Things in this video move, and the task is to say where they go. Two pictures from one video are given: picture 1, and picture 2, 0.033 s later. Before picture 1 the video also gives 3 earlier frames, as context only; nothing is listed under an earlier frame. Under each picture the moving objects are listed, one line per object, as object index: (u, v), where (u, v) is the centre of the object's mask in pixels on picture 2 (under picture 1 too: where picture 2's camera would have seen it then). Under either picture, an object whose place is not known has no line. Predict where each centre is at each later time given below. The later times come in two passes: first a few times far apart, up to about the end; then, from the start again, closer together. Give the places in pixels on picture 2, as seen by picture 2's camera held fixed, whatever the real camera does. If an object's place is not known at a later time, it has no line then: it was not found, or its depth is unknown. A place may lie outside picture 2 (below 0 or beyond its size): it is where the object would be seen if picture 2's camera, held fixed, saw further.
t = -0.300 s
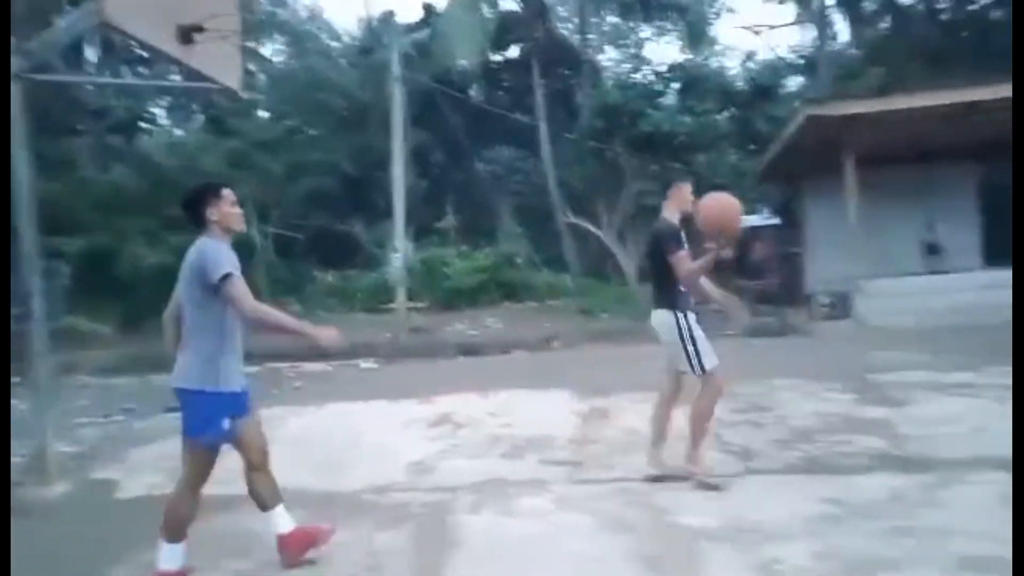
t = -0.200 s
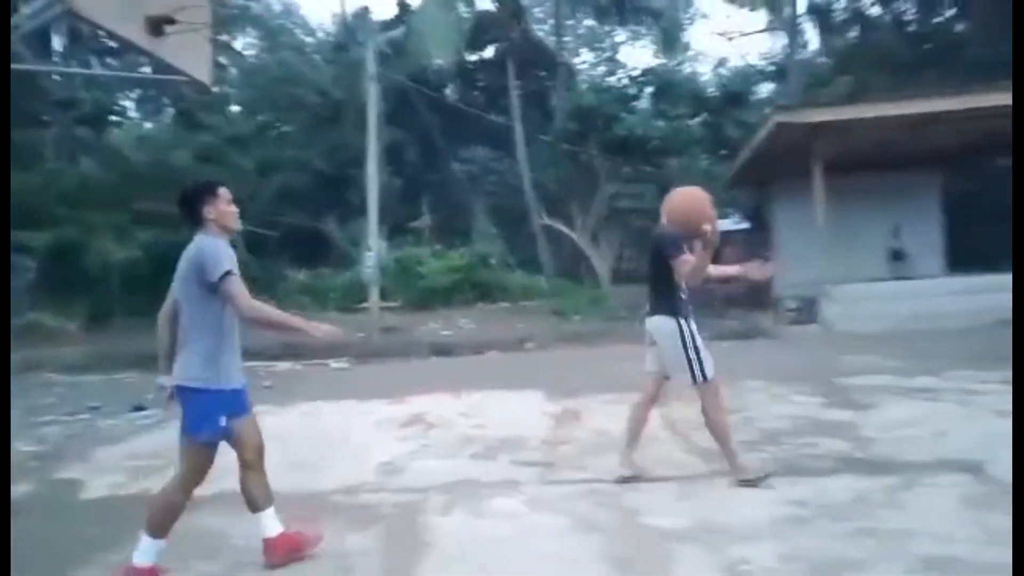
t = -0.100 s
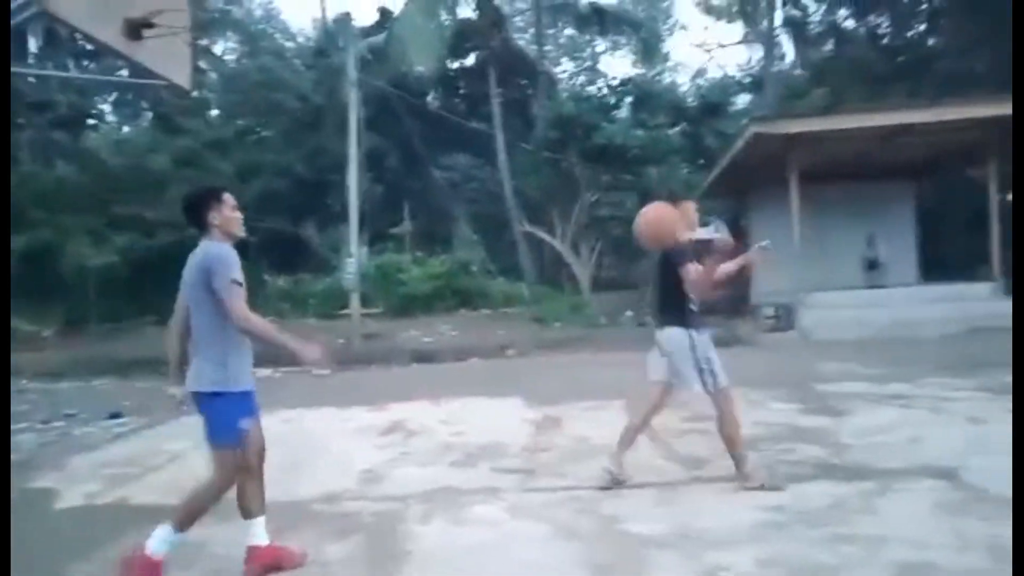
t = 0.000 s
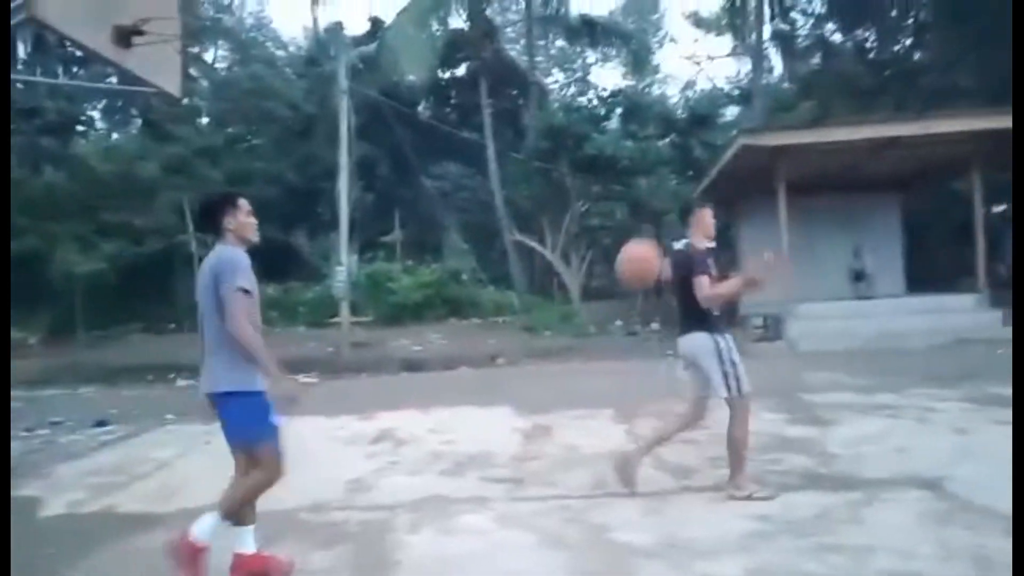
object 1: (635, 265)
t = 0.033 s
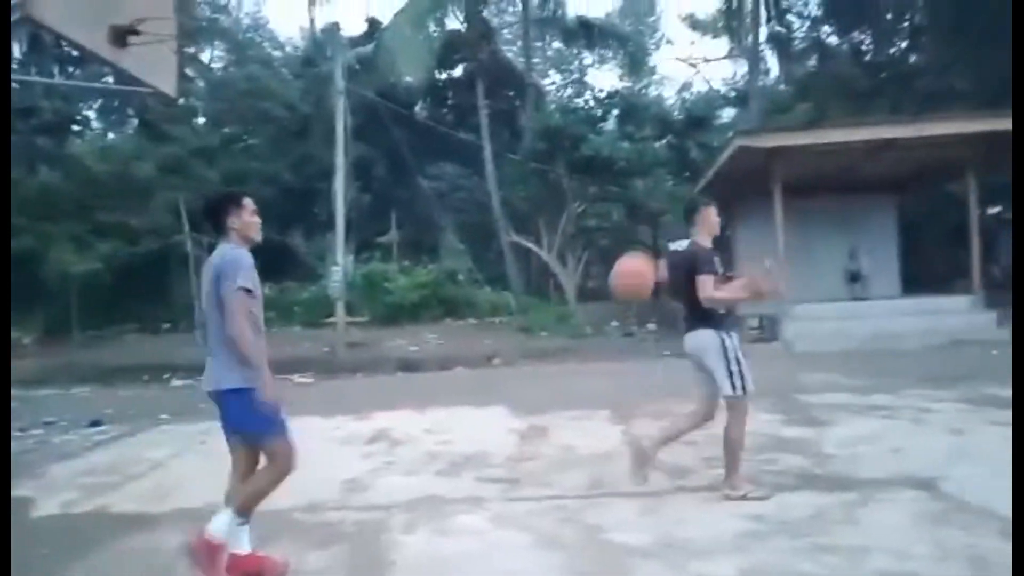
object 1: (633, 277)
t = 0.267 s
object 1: (622, 434)
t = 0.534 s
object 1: (594, 371)
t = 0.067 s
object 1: (631, 292)
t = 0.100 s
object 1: (628, 311)
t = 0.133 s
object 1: (628, 327)
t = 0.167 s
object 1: (626, 351)
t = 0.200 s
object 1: (626, 376)
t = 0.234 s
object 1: (626, 402)
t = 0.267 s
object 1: (622, 434)
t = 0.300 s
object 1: (620, 464)
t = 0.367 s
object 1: (613, 481)
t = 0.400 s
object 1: (608, 454)
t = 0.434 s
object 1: (605, 431)
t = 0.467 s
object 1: (603, 409)
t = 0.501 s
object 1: (598, 392)
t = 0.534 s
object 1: (594, 371)
